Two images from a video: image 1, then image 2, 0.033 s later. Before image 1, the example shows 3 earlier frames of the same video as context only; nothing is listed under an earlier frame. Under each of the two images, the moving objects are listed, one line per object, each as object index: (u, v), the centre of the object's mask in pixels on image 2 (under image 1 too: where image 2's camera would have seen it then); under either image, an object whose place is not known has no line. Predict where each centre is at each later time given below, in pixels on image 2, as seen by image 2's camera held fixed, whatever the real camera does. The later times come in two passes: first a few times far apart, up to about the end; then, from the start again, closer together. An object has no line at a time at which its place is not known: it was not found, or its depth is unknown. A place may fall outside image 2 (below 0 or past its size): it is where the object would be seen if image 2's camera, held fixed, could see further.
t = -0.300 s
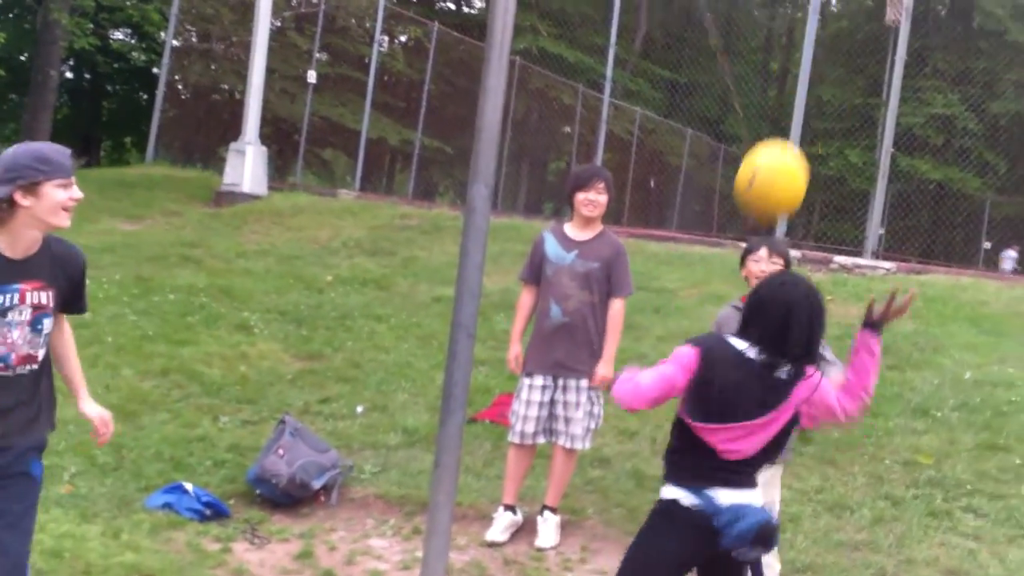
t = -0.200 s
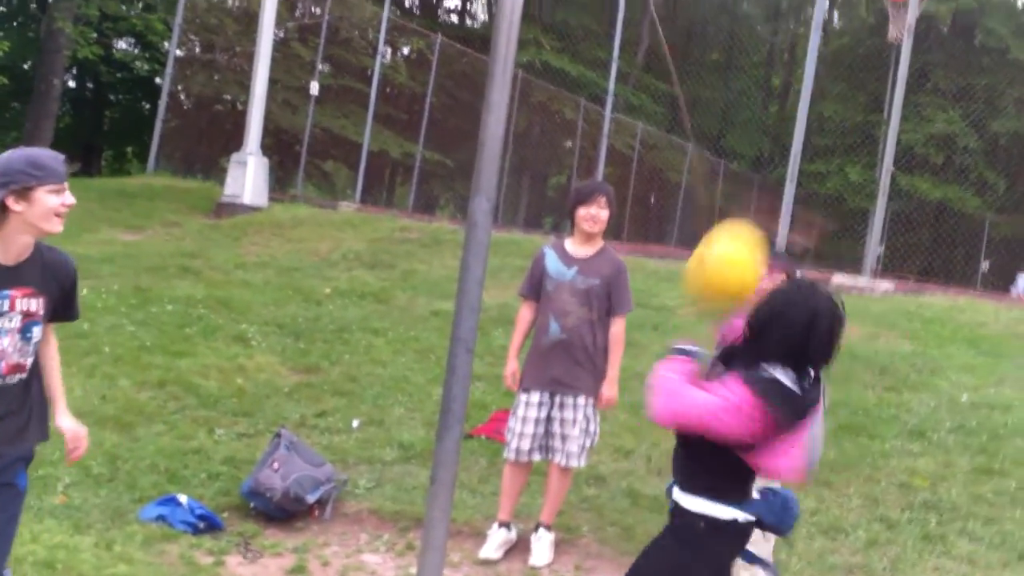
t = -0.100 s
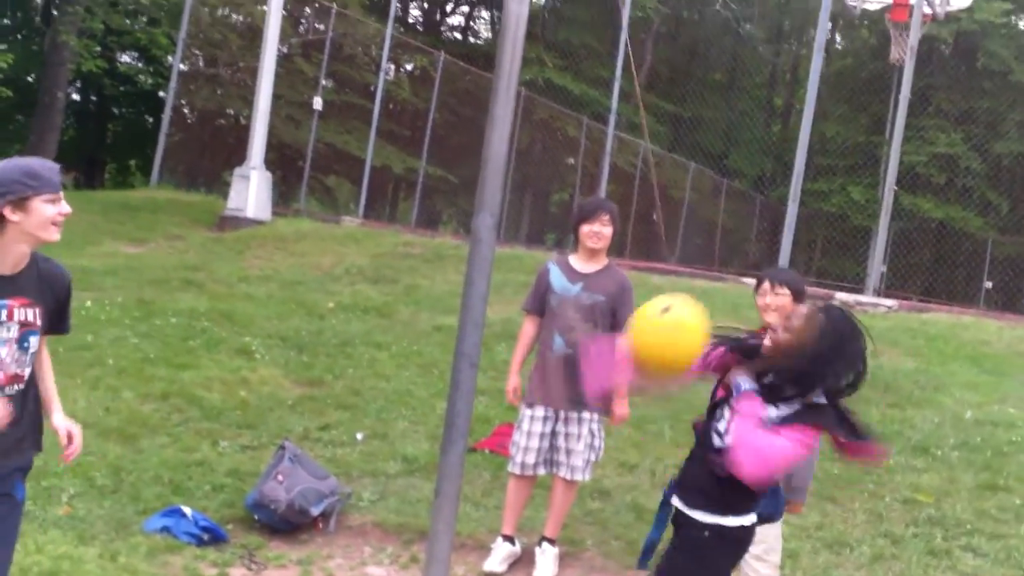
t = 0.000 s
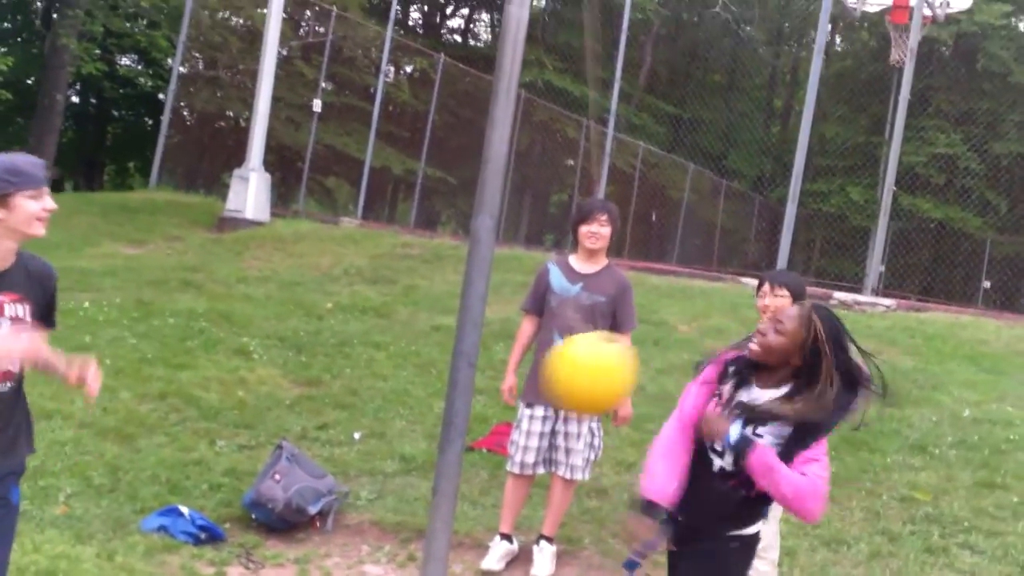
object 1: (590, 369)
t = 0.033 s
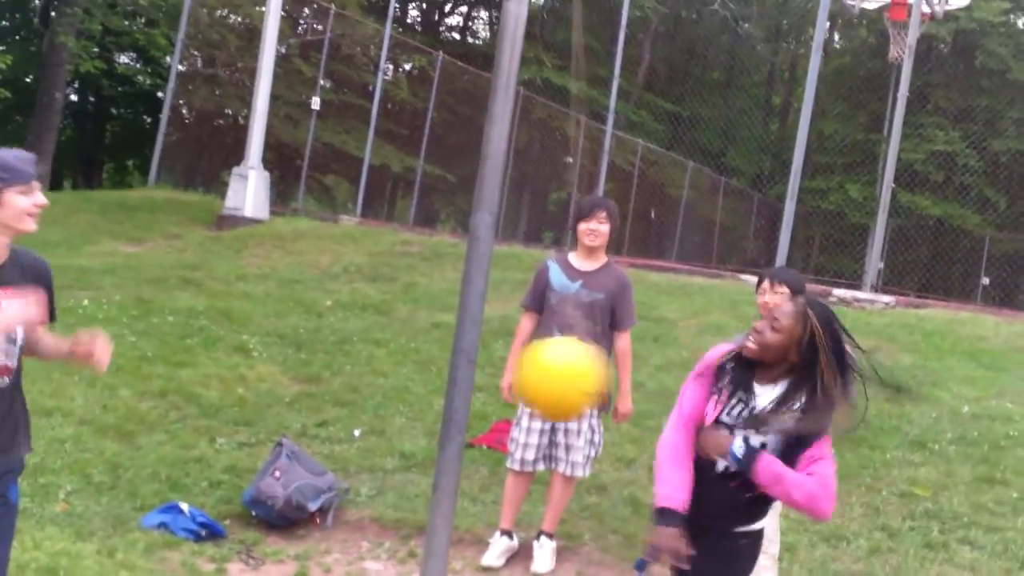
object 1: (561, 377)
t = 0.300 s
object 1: (495, 353)
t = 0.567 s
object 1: (452, 263)
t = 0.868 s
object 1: (396, 245)
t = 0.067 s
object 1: (526, 382)
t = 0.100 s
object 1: (503, 379)
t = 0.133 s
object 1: (501, 373)
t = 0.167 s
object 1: (498, 371)
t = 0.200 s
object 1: (496, 371)
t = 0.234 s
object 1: (493, 369)
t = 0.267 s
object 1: (496, 362)
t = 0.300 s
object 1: (495, 353)
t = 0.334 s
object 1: (490, 341)
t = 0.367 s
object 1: (489, 323)
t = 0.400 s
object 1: (480, 305)
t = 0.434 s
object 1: (473, 296)
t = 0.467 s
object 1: (470, 293)
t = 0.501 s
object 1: (466, 286)
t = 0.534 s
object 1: (460, 277)
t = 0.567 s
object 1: (452, 263)
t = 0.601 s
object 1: (454, 243)
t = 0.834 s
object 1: (409, 233)
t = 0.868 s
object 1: (396, 245)
